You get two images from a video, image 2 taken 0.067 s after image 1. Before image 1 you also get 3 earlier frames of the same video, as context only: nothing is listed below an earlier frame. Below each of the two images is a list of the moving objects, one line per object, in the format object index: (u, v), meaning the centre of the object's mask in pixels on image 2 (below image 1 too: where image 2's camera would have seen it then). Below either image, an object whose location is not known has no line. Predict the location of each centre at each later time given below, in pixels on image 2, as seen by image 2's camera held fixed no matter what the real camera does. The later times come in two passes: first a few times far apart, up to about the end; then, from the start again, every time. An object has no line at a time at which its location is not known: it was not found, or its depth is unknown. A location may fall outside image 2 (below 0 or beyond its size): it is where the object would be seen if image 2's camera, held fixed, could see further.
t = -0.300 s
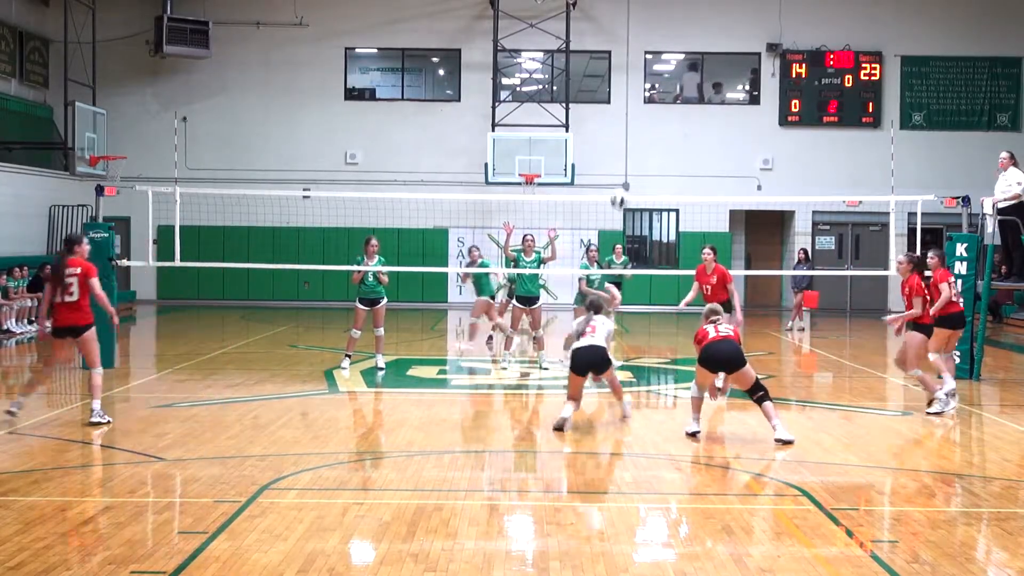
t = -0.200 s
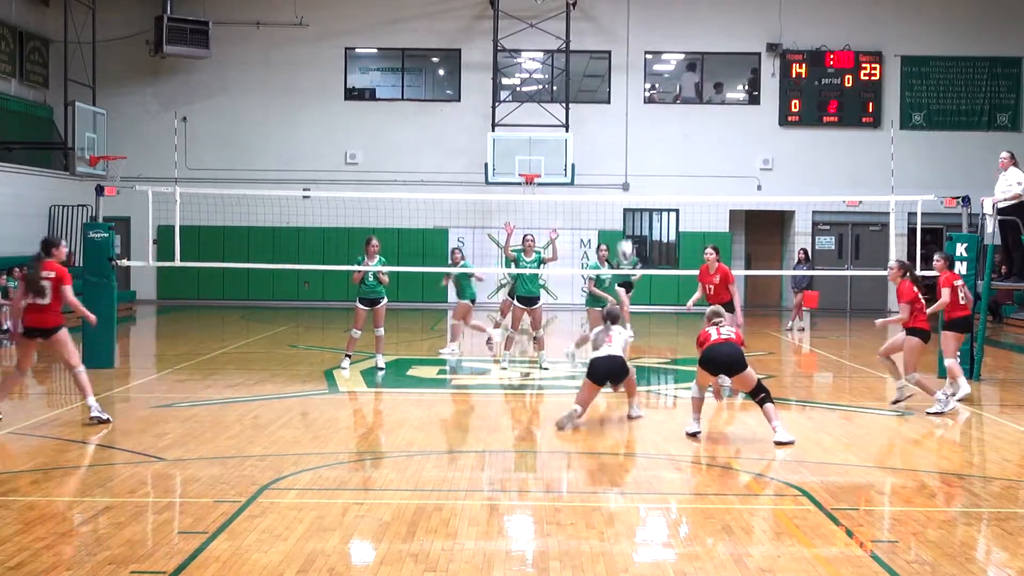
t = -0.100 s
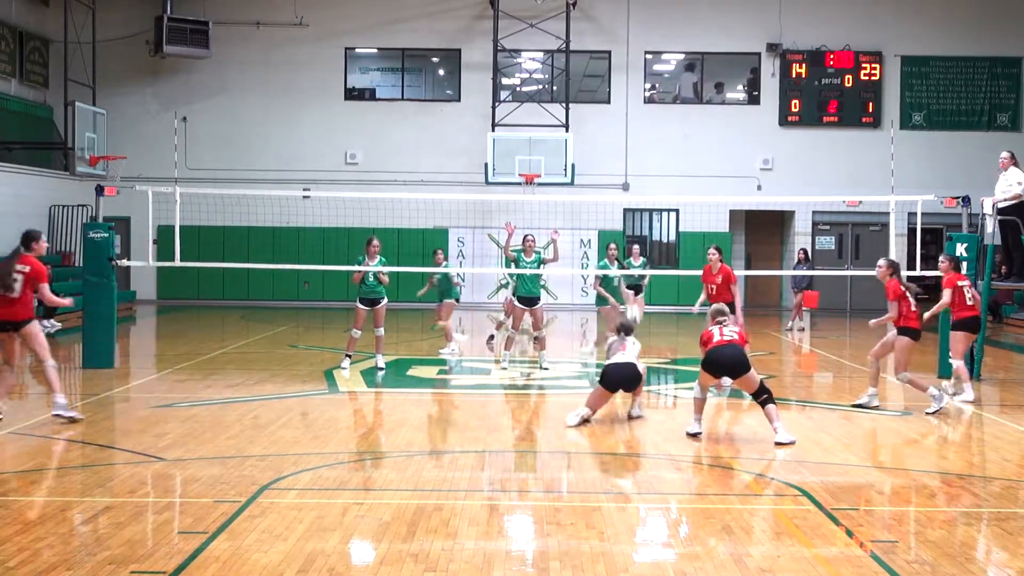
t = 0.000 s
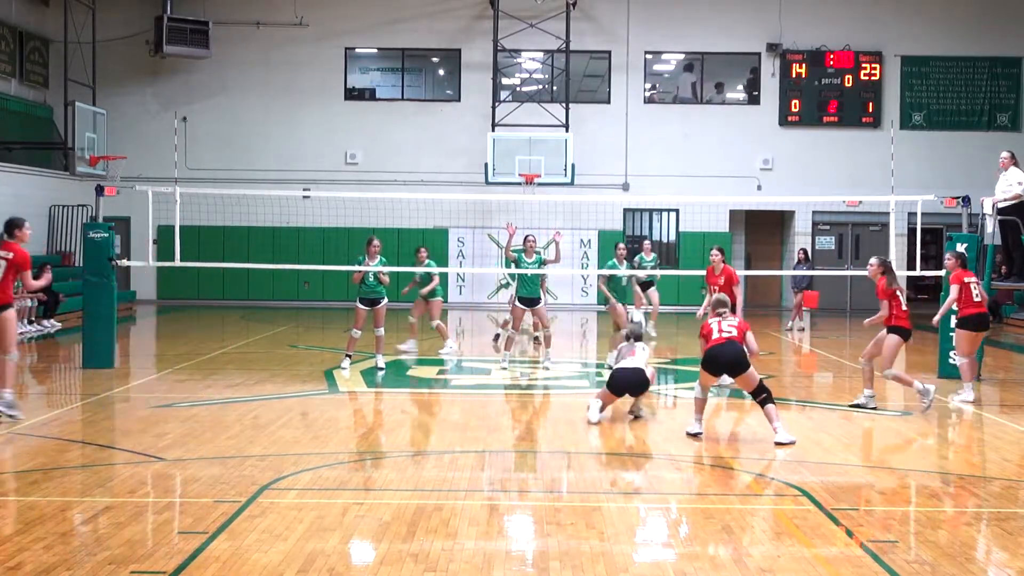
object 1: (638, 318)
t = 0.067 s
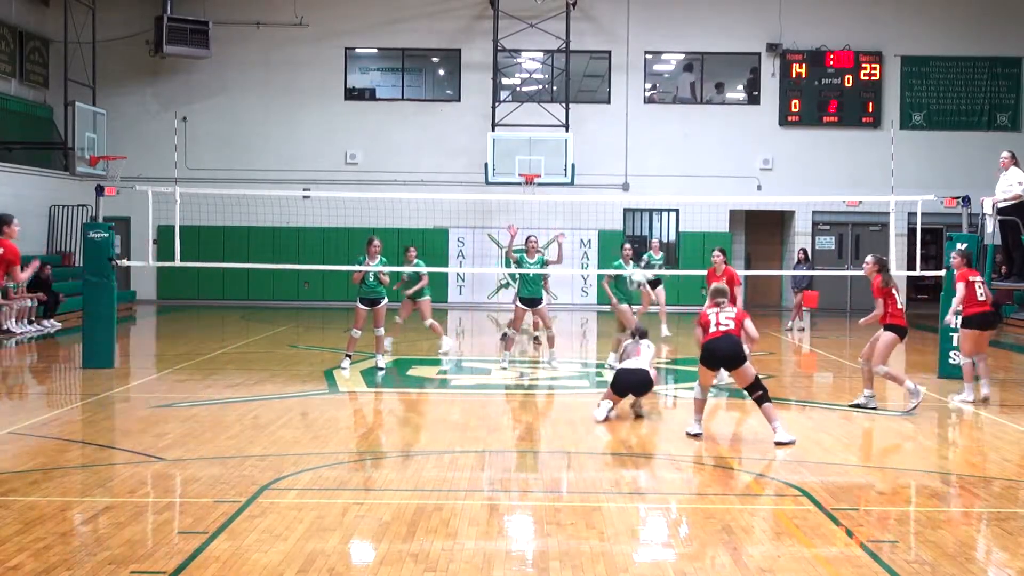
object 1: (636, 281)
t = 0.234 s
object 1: (638, 196)
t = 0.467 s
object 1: (638, 127)
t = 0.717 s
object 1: (638, 112)
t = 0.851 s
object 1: (637, 126)
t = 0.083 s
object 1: (637, 271)
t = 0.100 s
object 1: (638, 259)
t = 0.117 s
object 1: (637, 250)
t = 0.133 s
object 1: (639, 245)
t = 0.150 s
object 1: (638, 234)
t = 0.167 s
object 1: (637, 226)
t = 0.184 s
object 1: (637, 218)
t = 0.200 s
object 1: (638, 212)
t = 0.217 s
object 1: (637, 203)
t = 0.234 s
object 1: (638, 196)
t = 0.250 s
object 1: (638, 188)
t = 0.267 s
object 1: (638, 182)
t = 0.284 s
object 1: (638, 176)
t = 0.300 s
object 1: (638, 171)
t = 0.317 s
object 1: (638, 165)
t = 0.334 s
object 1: (638, 159)
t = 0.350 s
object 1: (638, 155)
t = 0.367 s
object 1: (638, 149)
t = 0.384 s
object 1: (639, 146)
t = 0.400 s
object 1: (638, 140)
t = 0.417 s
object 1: (639, 137)
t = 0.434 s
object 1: (639, 134)
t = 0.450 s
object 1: (639, 130)
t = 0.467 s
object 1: (638, 127)
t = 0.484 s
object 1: (638, 125)
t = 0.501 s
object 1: (638, 123)
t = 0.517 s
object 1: (638, 120)
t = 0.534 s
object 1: (638, 118)
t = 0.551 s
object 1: (638, 116)
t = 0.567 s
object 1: (638, 115)
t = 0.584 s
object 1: (638, 113)
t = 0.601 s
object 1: (638, 112)
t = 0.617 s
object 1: (638, 111)
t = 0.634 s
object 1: (638, 111)
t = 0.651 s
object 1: (638, 111)
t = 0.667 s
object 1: (638, 111)
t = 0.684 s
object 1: (638, 111)
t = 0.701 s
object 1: (638, 111)
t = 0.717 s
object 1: (638, 112)
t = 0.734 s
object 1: (638, 113)
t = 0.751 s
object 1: (638, 114)
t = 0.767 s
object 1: (638, 116)
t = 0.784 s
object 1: (638, 117)
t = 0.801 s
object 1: (638, 119)
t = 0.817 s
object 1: (637, 121)
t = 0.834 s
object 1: (638, 123)
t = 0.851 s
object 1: (637, 126)
